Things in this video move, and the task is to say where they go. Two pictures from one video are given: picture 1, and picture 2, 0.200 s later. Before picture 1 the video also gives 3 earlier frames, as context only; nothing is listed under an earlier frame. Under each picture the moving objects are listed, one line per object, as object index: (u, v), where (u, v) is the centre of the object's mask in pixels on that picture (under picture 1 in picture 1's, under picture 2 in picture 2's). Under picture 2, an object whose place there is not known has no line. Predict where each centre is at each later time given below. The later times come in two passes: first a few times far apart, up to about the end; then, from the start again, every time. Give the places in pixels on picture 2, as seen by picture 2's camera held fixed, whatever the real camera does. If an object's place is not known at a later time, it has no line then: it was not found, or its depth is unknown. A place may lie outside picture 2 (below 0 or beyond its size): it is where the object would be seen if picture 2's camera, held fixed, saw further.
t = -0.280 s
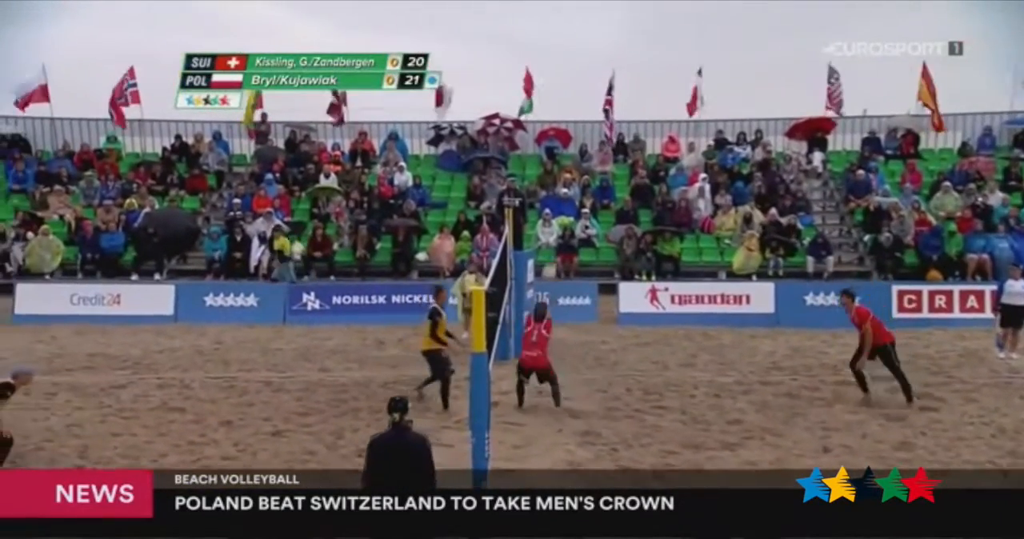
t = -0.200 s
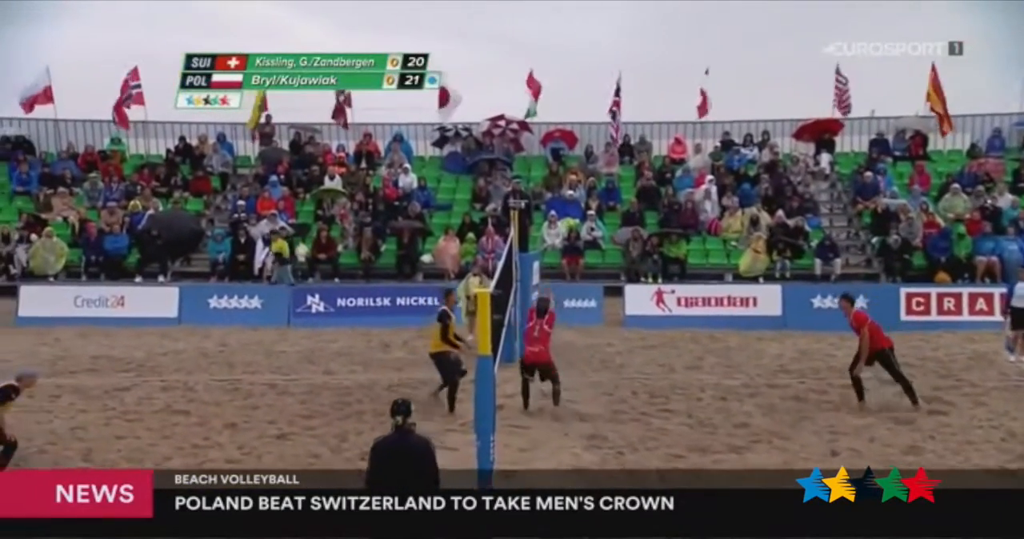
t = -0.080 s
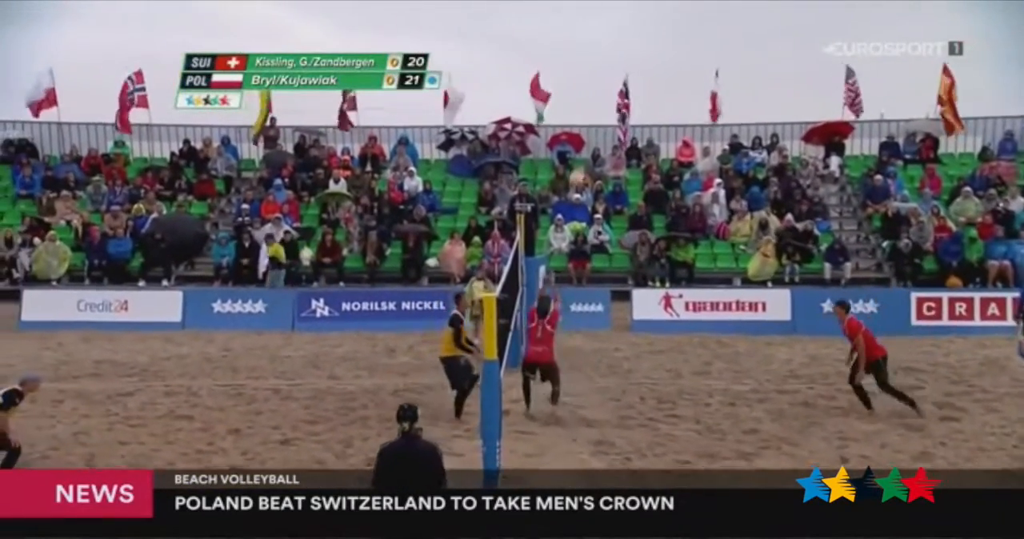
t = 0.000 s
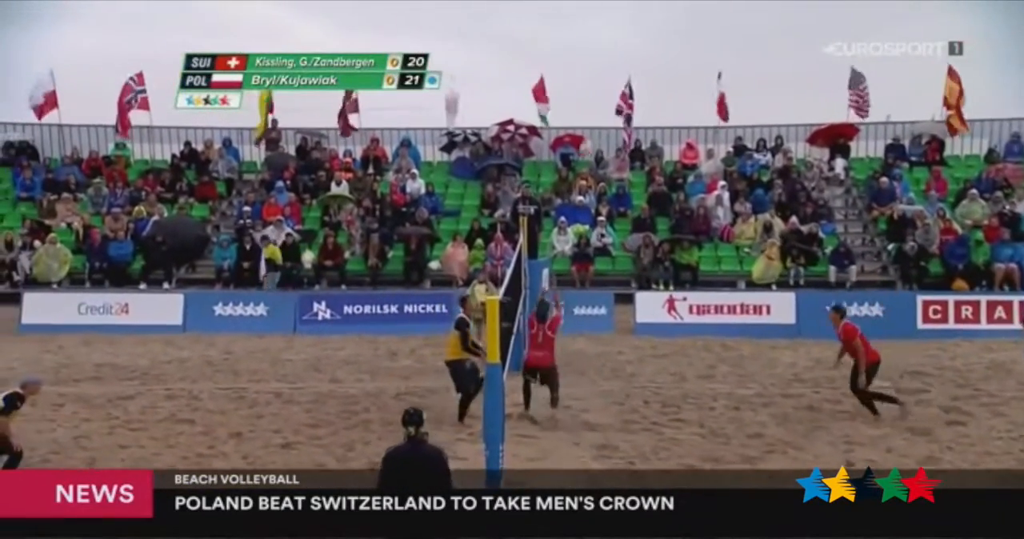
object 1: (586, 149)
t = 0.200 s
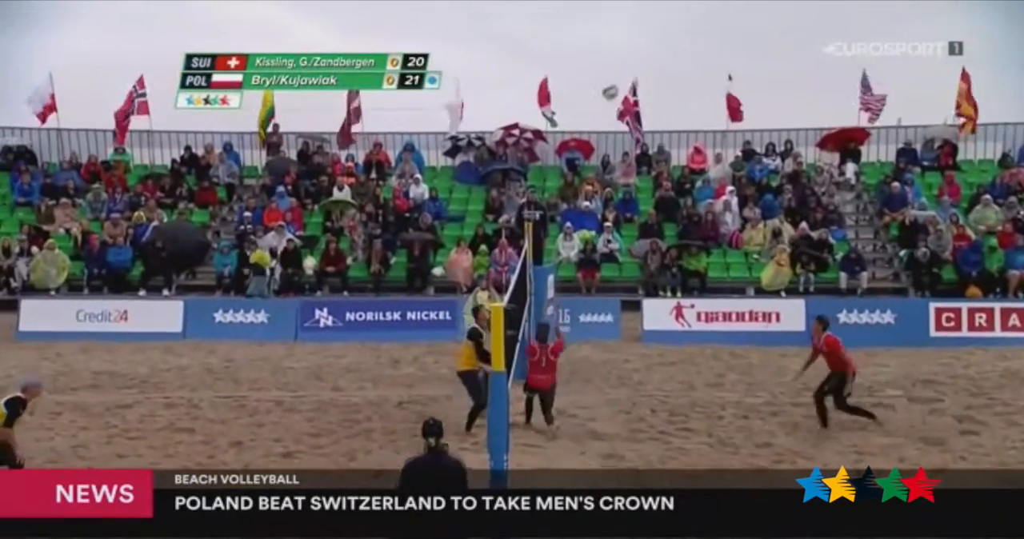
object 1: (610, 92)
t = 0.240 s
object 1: (614, 83)
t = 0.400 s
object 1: (625, 59)
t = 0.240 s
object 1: (614, 83)
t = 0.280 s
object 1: (617, 75)
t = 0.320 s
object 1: (620, 69)
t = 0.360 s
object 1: (622, 64)
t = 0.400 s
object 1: (625, 59)
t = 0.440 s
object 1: (628, 57)
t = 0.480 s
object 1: (630, 55)
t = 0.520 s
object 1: (633, 54)
